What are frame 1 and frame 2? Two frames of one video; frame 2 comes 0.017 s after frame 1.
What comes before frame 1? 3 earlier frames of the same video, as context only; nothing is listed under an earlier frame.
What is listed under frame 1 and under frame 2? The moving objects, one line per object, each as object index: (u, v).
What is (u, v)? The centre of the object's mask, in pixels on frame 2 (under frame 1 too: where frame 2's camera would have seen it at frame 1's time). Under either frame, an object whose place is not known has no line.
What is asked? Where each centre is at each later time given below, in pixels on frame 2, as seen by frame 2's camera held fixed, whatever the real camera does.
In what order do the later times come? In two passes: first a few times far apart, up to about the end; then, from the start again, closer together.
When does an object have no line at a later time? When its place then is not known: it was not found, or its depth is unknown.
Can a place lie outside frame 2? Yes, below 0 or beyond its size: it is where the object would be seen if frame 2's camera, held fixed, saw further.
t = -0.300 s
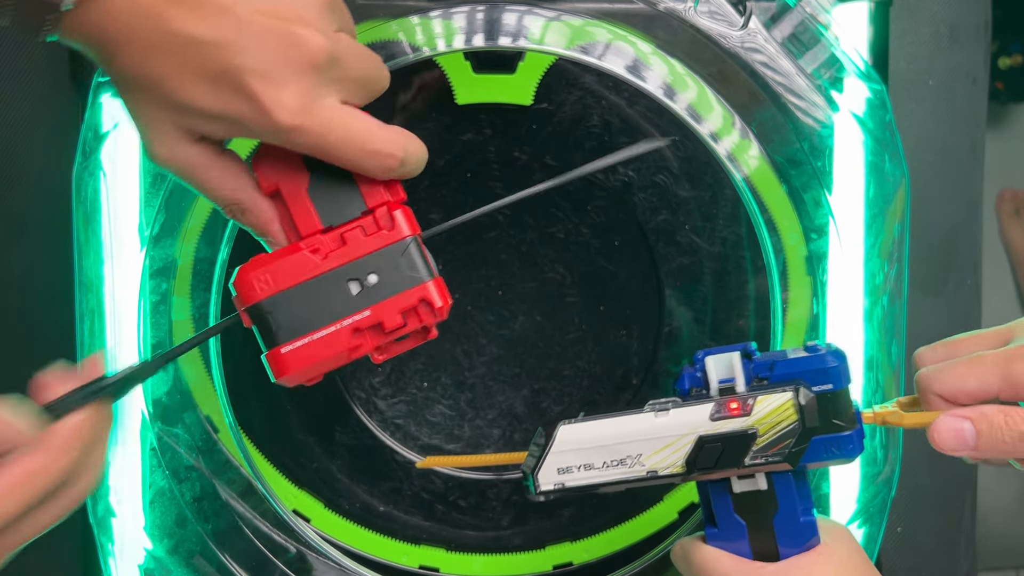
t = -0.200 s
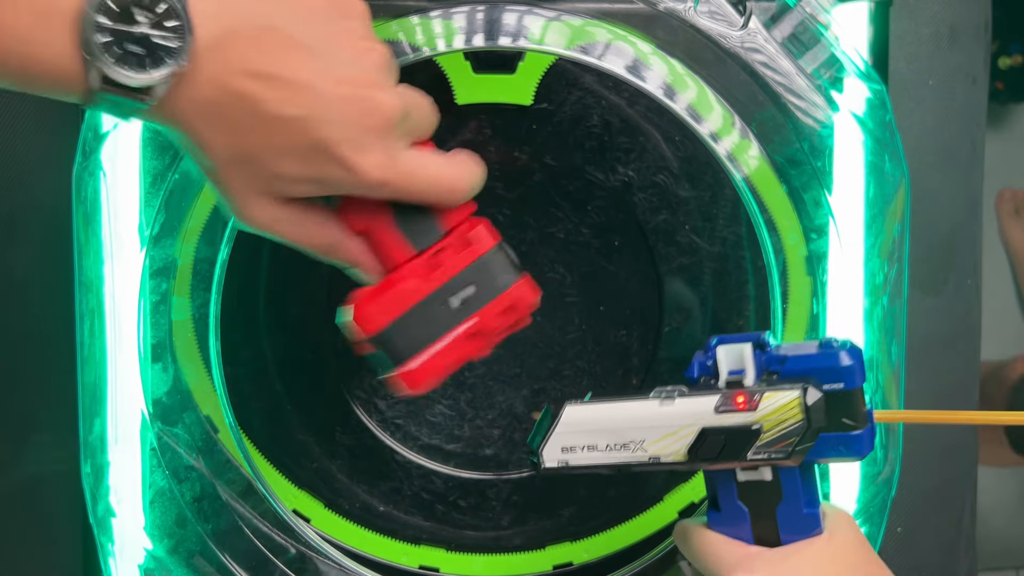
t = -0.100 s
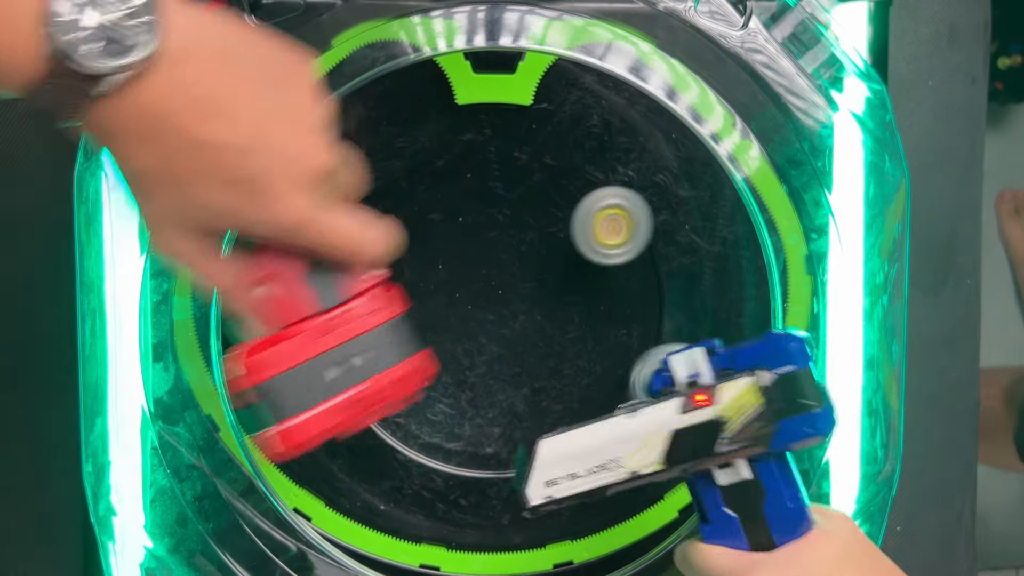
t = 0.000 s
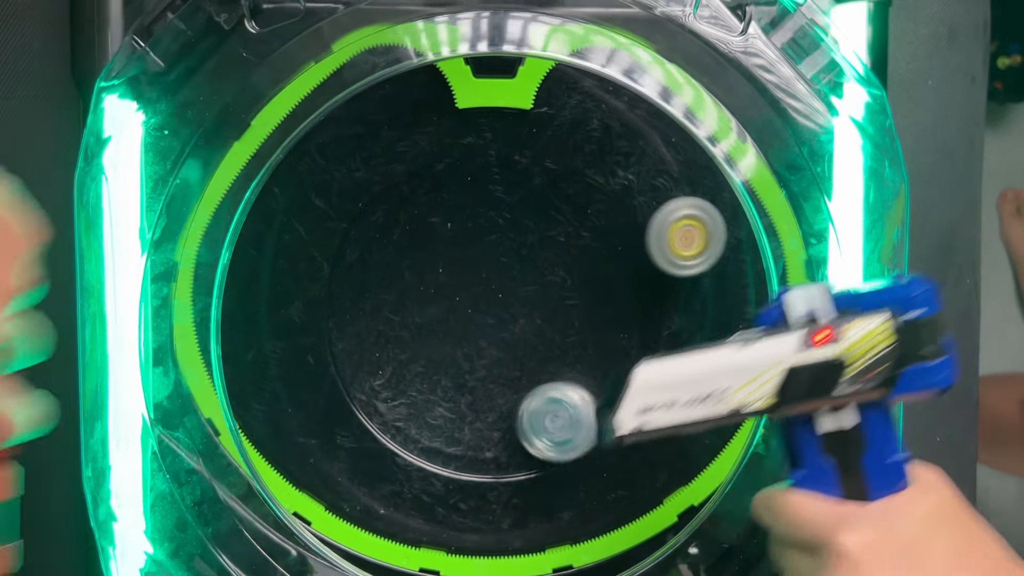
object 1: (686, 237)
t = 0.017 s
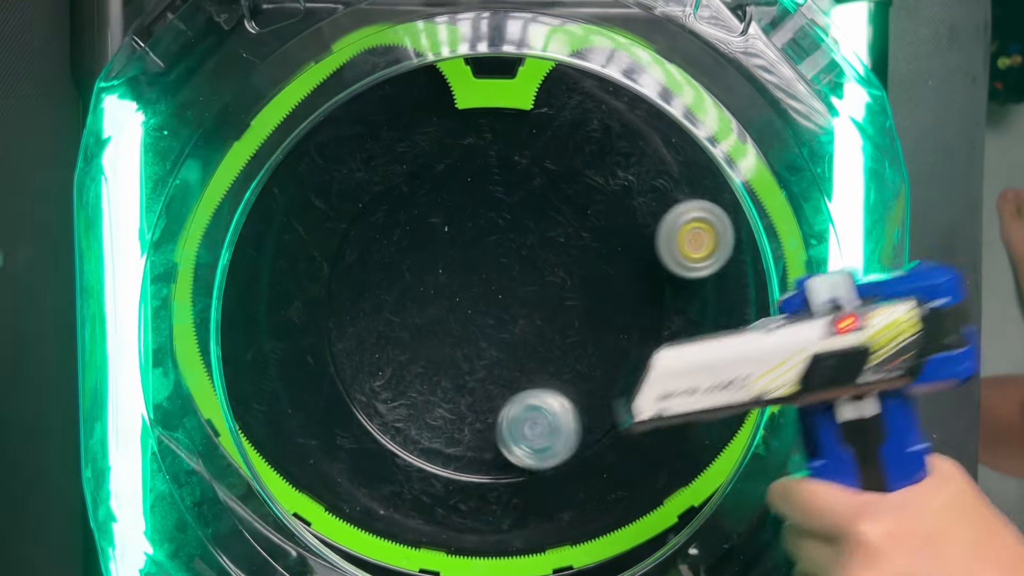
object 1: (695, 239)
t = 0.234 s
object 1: (719, 213)
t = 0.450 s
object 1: (620, 154)
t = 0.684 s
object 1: (553, 135)
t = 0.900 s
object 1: (504, 232)
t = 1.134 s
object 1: (521, 373)
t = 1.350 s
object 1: (526, 429)
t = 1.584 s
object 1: (452, 423)
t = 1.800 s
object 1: (419, 282)
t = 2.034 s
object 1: (530, 120)
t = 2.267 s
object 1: (494, 242)
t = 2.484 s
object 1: (406, 365)
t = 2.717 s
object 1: (475, 395)
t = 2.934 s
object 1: (641, 552)
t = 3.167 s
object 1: (637, 390)
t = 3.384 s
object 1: (560, 249)
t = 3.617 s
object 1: (412, 243)
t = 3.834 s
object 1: (361, 342)
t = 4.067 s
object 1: (448, 418)
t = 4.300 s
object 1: (558, 344)
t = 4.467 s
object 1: (559, 257)
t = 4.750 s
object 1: (338, 321)
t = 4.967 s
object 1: (434, 510)
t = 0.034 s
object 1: (704, 240)
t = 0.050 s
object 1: (713, 239)
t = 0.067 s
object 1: (720, 238)
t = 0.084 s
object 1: (725, 237)
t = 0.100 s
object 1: (728, 237)
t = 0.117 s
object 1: (740, 232)
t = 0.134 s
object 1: (749, 227)
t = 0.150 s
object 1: (754, 224)
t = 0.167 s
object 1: (762, 217)
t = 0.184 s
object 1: (766, 212)
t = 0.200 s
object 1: (748, 213)
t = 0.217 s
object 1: (739, 211)
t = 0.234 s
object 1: (719, 213)
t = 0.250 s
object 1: (712, 209)
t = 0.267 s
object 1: (705, 205)
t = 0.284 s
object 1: (697, 200)
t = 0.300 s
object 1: (688, 195)
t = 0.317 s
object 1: (679, 191)
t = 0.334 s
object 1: (671, 187)
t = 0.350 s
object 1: (662, 182)
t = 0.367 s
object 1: (655, 177)
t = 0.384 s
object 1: (647, 172)
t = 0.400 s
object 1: (640, 168)
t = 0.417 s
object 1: (633, 163)
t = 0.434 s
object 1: (626, 159)
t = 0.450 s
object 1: (620, 154)
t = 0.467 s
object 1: (613, 150)
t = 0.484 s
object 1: (607, 146)
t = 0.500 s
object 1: (601, 143)
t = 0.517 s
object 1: (596, 139)
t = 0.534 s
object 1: (590, 136)
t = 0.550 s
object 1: (585, 133)
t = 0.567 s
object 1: (580, 131)
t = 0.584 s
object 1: (575, 129)
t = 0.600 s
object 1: (571, 127)
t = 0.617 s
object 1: (567, 127)
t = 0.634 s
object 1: (563, 128)
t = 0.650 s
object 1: (560, 129)
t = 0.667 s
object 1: (556, 132)
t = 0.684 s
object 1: (553, 135)
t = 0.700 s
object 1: (549, 139)
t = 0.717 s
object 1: (546, 144)
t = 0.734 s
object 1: (543, 149)
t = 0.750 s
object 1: (539, 154)
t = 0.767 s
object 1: (537, 161)
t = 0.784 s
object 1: (533, 168)
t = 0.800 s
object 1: (530, 175)
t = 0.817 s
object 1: (526, 183)
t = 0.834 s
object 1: (522, 192)
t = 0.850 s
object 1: (517, 201)
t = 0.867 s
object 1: (512, 211)
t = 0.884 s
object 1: (508, 221)
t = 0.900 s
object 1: (504, 232)
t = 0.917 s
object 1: (501, 243)
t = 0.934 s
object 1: (498, 254)
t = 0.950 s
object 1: (496, 266)
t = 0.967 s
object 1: (495, 277)
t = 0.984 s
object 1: (494, 288)
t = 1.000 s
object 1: (494, 299)
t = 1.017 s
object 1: (495, 310)
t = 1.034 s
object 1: (496, 321)
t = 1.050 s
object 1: (499, 331)
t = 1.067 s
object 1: (502, 341)
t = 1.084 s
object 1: (506, 350)
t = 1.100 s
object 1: (510, 358)
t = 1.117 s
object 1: (515, 366)
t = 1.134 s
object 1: (521, 373)
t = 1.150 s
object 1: (527, 380)
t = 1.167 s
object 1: (535, 385)
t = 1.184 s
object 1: (542, 390)
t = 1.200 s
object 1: (551, 394)
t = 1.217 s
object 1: (560, 398)
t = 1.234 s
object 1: (569, 401)
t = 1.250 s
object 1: (578, 403)
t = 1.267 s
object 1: (587, 404)
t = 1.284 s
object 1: (577, 410)
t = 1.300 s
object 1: (564, 416)
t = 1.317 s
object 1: (551, 421)
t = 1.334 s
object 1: (537, 426)
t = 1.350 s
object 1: (526, 429)
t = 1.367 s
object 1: (515, 431)
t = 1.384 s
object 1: (504, 432)
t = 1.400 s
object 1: (494, 431)
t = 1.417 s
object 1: (486, 431)
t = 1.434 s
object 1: (478, 431)
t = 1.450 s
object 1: (472, 430)
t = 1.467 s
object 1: (466, 429)
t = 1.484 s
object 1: (462, 428)
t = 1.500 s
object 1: (458, 427)
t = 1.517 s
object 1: (454, 427)
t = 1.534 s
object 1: (453, 428)
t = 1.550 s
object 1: (452, 426)
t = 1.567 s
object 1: (452, 424)
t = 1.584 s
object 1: (452, 423)
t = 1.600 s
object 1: (432, 456)
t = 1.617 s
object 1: (400, 502)
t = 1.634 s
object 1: (367, 541)
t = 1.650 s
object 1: (359, 541)
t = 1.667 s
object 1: (363, 519)
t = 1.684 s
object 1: (369, 492)
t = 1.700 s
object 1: (374, 466)
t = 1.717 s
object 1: (381, 436)
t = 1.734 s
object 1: (388, 405)
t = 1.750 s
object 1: (396, 373)
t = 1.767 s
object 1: (403, 343)
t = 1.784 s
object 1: (411, 312)
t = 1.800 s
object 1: (419, 282)
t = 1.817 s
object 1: (427, 257)
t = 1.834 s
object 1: (435, 236)
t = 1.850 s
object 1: (445, 214)
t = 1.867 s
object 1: (454, 191)
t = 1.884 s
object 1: (464, 170)
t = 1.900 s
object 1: (473, 150)
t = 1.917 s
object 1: (481, 135)
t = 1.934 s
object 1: (489, 119)
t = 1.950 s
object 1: (497, 103)
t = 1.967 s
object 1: (505, 104)
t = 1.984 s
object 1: (512, 106)
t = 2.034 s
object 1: (530, 120)
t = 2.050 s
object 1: (533, 126)
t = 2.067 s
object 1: (536, 132)
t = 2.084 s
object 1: (538, 138)
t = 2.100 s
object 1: (539, 146)
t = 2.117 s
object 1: (538, 154)
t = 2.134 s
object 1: (538, 162)
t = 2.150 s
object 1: (536, 171)
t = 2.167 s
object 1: (532, 181)
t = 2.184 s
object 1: (528, 191)
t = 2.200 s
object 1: (523, 201)
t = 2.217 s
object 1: (517, 211)
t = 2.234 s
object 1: (510, 221)
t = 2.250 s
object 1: (502, 231)
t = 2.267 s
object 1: (494, 242)
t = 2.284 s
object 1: (484, 252)
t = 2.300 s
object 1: (475, 262)
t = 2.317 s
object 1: (466, 273)
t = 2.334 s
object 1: (456, 283)
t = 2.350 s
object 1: (447, 294)
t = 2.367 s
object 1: (439, 304)
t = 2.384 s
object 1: (432, 314)
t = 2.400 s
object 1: (425, 324)
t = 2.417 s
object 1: (419, 333)
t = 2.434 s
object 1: (414, 342)
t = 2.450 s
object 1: (411, 350)
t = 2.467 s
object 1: (408, 358)
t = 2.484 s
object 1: (406, 365)
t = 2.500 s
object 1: (405, 371)
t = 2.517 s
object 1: (406, 377)
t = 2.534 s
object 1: (407, 382)
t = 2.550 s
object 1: (410, 386)
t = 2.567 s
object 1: (414, 390)
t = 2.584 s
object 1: (418, 394)
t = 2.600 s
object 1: (424, 396)
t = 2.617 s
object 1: (430, 398)
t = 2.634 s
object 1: (437, 399)
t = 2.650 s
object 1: (444, 399)
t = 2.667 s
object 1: (451, 399)
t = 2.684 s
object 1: (459, 398)
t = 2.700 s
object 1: (467, 397)
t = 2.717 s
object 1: (475, 395)
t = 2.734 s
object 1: (484, 392)
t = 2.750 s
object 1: (492, 389)
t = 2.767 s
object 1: (507, 408)
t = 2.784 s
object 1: (528, 443)
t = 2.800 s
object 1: (549, 476)
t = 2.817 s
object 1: (568, 502)
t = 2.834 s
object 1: (585, 528)
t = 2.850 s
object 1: (603, 543)
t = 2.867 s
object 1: (620, 553)
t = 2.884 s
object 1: (627, 554)
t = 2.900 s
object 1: (632, 553)
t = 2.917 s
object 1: (637, 553)
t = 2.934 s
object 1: (641, 552)
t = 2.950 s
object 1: (643, 548)
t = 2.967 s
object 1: (645, 542)
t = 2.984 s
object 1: (645, 536)
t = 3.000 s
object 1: (645, 526)
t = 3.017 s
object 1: (643, 509)
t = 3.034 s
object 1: (642, 496)
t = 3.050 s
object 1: (642, 481)
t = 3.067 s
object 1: (641, 467)
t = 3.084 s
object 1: (641, 454)
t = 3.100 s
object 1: (640, 441)
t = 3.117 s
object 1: (640, 426)
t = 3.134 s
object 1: (639, 414)
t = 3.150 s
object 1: (638, 403)
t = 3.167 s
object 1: (637, 390)
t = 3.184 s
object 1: (635, 378)
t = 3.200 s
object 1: (632, 365)
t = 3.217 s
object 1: (628, 353)
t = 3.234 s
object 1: (624, 340)
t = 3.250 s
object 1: (620, 328)
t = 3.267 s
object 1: (615, 316)
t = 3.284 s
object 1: (609, 302)
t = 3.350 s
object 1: (579, 265)
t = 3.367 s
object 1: (570, 257)
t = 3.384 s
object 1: (560, 249)
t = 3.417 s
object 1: (539, 240)
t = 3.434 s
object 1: (528, 236)
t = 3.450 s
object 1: (517, 231)
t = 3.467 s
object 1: (506, 228)
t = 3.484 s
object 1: (495, 226)
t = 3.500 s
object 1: (483, 226)
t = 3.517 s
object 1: (472, 225)
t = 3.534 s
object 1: (460, 226)
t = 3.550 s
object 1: (450, 228)
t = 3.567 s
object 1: (439, 230)
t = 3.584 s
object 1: (430, 233)
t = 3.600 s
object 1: (421, 237)
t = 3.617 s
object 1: (412, 243)
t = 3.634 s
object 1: (404, 249)
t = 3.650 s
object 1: (396, 255)
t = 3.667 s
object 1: (389, 261)
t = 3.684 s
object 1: (383, 268)
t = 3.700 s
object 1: (377, 275)
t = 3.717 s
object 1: (373, 283)
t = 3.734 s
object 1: (369, 291)
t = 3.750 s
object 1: (365, 299)
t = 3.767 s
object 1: (363, 307)
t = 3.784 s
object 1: (361, 316)
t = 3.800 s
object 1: (361, 325)
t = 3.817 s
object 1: (361, 333)
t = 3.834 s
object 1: (361, 342)
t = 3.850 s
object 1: (363, 350)
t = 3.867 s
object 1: (365, 358)
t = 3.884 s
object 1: (368, 365)
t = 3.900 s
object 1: (372, 373)
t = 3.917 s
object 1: (378, 381)
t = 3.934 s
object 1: (383, 387)
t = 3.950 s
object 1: (390, 393)
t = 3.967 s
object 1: (396, 399)
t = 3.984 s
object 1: (404, 404)
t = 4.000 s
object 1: (412, 408)
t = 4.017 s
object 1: (420, 412)
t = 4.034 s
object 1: (430, 414)
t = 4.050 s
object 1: (439, 417)
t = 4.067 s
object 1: (448, 418)
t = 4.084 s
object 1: (457, 416)
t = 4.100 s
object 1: (467, 415)
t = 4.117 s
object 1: (476, 413)
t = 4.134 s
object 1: (486, 410)
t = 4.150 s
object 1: (495, 406)
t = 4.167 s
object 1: (504, 401)
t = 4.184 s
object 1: (512, 396)
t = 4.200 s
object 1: (520, 390)
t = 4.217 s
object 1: (528, 383)
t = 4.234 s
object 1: (535, 376)
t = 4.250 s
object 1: (541, 369)
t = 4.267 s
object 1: (548, 361)
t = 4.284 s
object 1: (554, 352)
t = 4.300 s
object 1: (558, 344)
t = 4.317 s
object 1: (561, 335)
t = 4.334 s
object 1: (564, 327)
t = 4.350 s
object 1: (565, 317)
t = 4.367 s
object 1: (567, 309)
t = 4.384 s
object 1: (567, 300)
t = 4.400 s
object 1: (567, 290)
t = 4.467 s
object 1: (559, 257)
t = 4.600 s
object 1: (514, 206)
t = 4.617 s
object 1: (507, 203)
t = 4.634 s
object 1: (499, 200)
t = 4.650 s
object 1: (491, 197)
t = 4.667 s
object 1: (469, 212)
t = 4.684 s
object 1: (441, 233)
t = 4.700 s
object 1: (413, 255)
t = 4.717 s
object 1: (385, 277)
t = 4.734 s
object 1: (361, 299)
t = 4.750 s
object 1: (338, 321)
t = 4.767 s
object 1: (321, 343)
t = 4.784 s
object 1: (311, 365)
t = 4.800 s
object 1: (303, 387)
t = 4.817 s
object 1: (295, 408)
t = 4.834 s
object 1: (289, 427)
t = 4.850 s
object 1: (284, 445)
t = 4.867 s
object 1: (280, 463)
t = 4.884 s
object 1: (276, 481)
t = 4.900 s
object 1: (304, 489)
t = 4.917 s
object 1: (337, 496)
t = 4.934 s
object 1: (370, 502)
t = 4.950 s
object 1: (402, 507)
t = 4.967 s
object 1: (434, 510)
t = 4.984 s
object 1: (467, 512)
